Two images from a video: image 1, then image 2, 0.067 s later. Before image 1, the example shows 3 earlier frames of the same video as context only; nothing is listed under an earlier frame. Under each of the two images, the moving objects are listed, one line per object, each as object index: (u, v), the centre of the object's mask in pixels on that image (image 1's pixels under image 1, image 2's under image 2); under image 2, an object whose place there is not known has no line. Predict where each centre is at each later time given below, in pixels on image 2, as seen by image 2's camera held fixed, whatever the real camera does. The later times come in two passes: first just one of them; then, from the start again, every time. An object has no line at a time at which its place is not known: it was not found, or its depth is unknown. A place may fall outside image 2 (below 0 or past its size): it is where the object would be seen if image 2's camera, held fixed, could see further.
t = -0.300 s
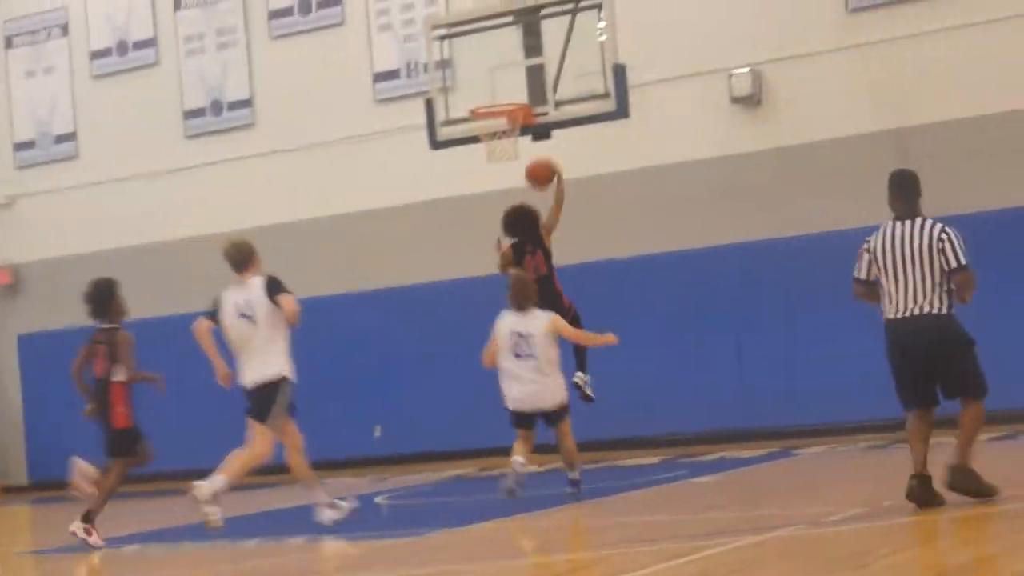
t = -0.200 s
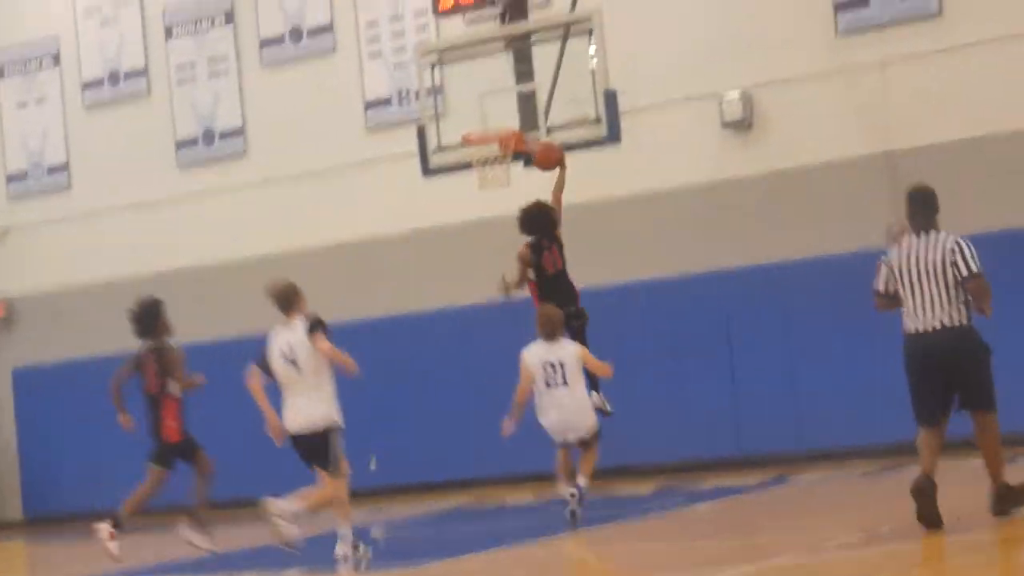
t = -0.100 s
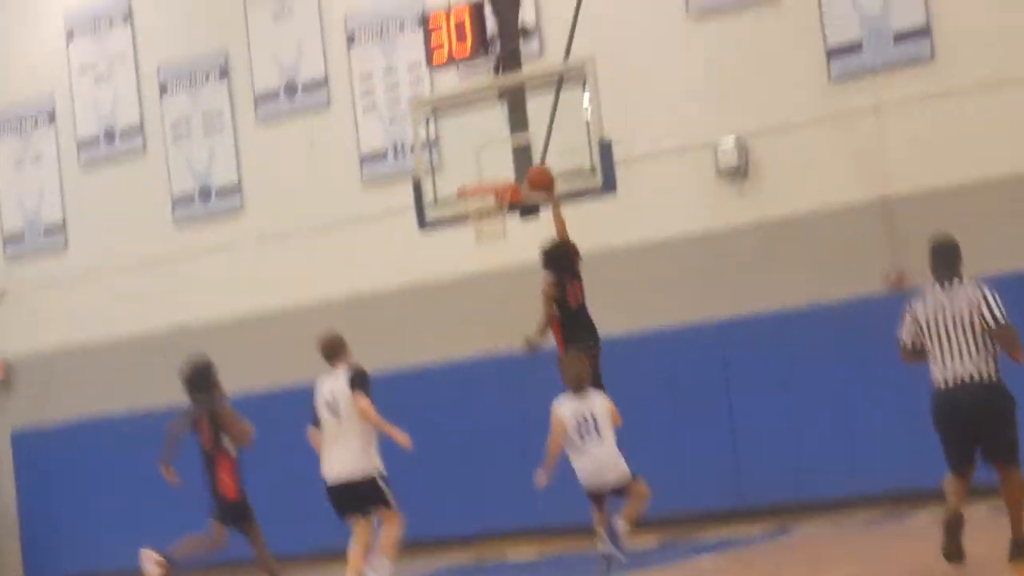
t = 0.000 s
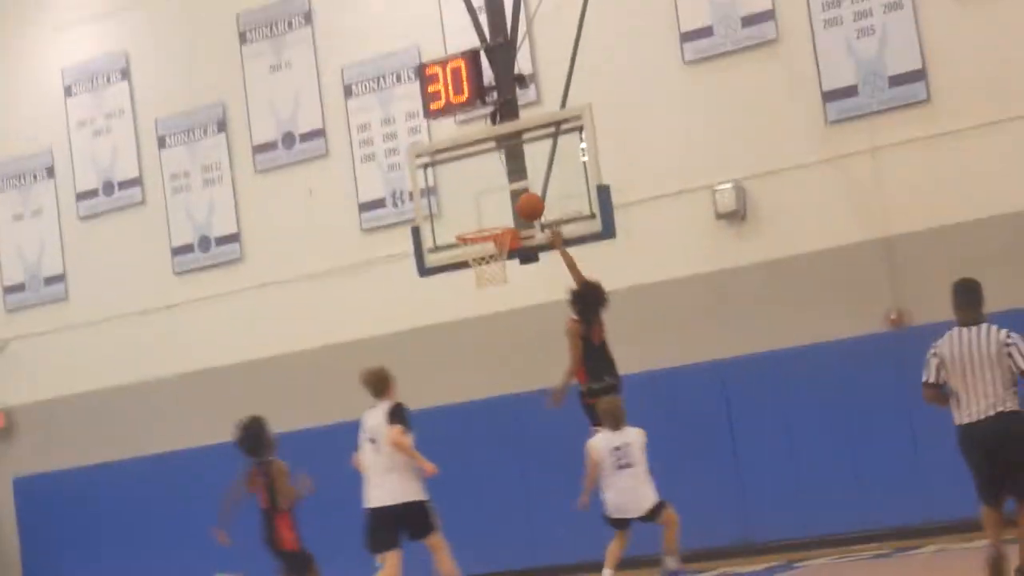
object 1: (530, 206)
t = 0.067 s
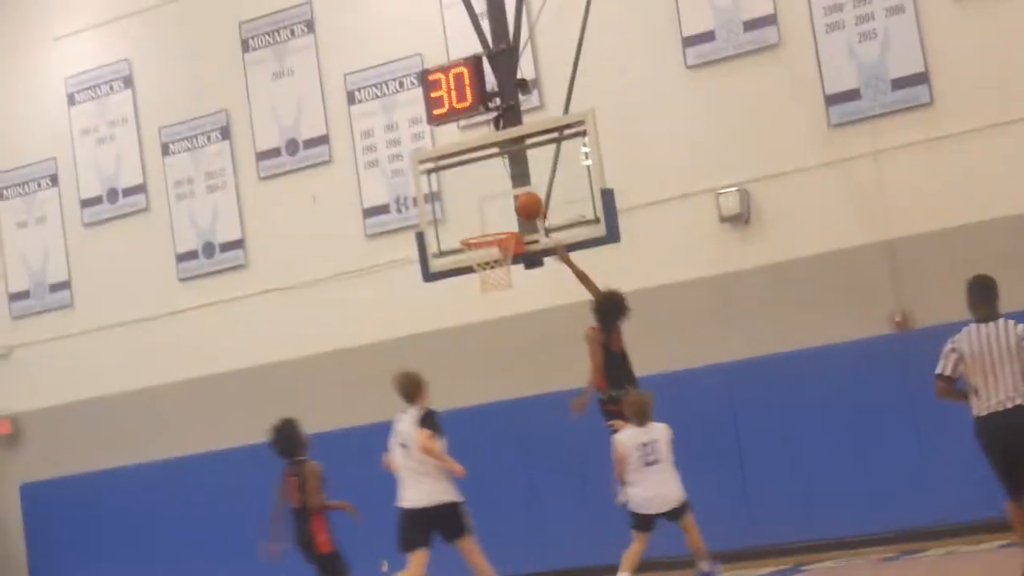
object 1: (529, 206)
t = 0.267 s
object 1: (497, 212)
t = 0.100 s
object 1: (523, 203)
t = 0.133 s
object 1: (518, 203)
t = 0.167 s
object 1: (513, 203)
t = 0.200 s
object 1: (506, 205)
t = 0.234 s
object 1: (502, 208)
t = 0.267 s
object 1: (497, 212)
